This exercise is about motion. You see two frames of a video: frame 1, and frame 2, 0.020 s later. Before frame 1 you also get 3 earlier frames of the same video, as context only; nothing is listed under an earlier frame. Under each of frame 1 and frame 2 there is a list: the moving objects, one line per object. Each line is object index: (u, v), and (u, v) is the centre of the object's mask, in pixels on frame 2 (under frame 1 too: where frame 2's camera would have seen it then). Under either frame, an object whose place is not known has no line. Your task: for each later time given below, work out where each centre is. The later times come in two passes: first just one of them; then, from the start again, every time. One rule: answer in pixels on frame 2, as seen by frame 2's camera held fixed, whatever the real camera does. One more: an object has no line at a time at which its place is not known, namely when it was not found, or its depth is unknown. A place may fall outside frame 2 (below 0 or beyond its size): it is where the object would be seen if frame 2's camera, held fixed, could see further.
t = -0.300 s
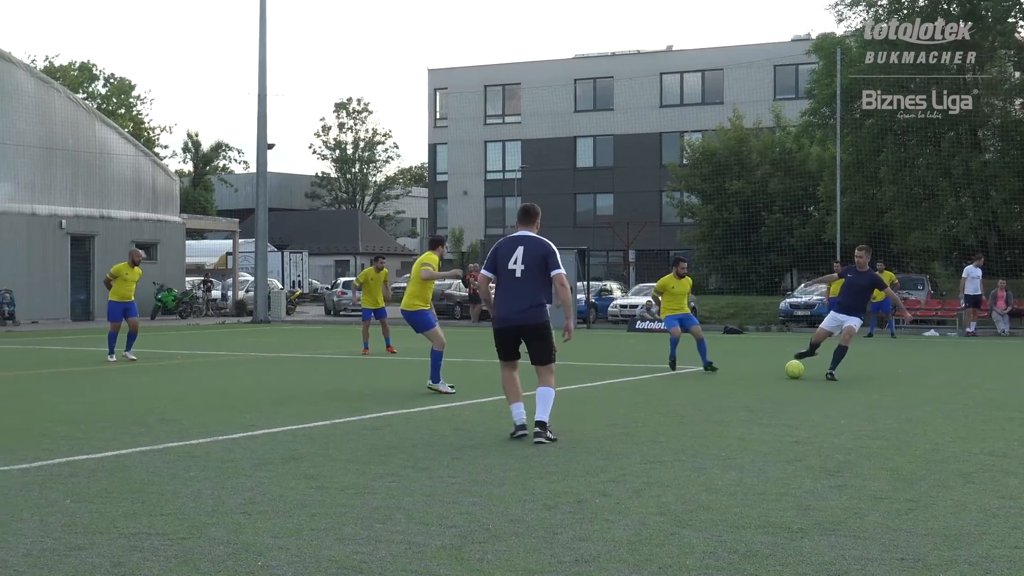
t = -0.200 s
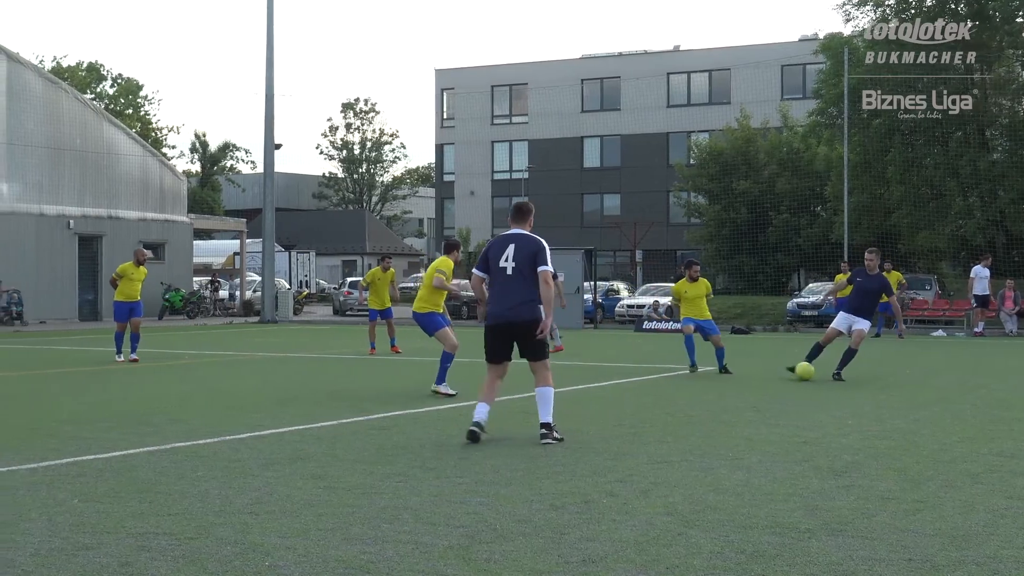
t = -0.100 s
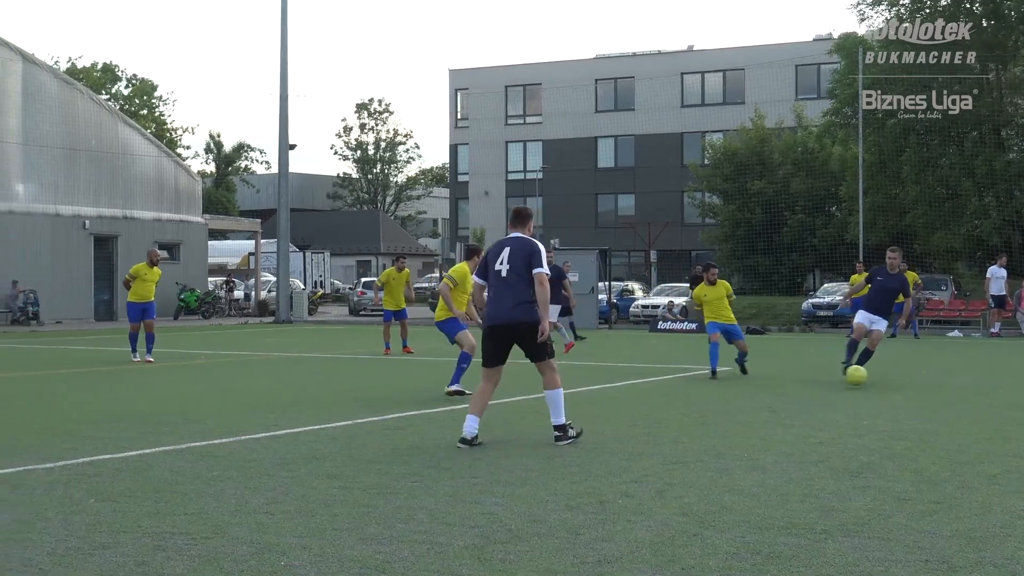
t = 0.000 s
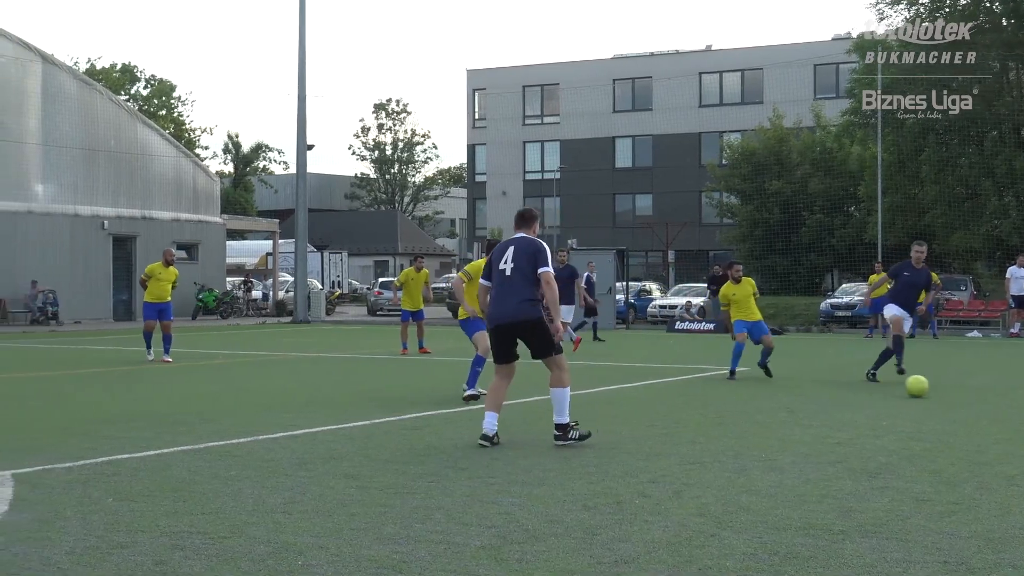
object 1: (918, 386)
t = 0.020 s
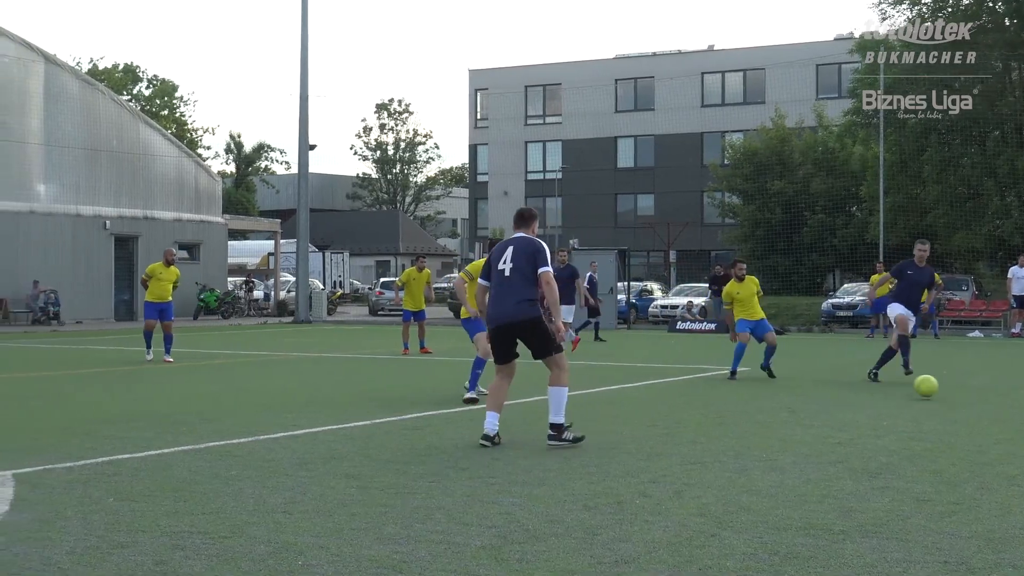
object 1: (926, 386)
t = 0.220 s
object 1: (1021, 402)
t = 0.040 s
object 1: (934, 386)
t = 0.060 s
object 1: (942, 387)
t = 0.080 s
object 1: (950, 388)
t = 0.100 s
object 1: (960, 390)
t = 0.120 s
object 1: (969, 392)
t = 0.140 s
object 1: (979, 395)
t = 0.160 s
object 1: (990, 399)
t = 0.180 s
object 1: (1001, 403)
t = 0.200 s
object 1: (1011, 403)
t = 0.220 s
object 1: (1021, 402)
